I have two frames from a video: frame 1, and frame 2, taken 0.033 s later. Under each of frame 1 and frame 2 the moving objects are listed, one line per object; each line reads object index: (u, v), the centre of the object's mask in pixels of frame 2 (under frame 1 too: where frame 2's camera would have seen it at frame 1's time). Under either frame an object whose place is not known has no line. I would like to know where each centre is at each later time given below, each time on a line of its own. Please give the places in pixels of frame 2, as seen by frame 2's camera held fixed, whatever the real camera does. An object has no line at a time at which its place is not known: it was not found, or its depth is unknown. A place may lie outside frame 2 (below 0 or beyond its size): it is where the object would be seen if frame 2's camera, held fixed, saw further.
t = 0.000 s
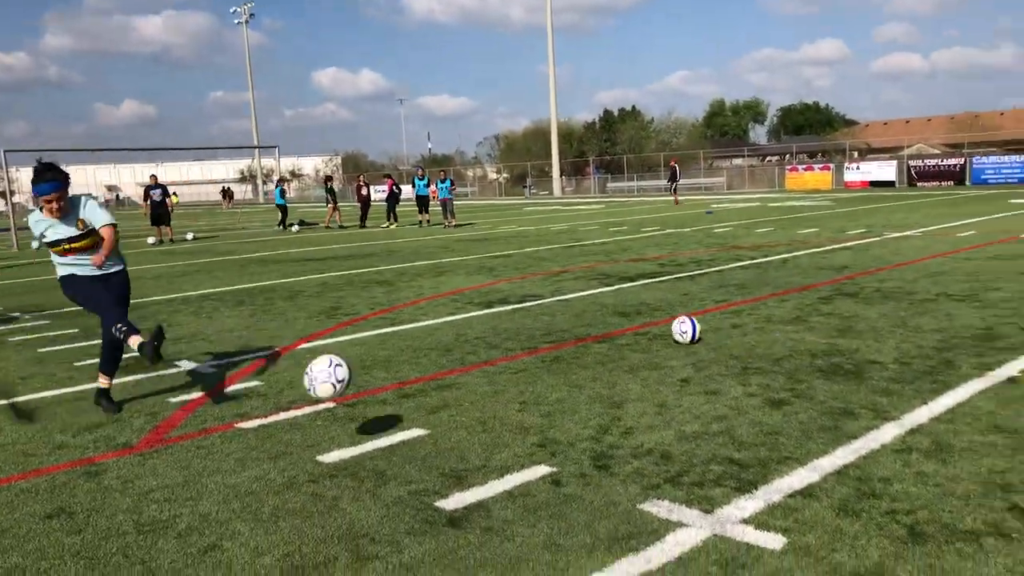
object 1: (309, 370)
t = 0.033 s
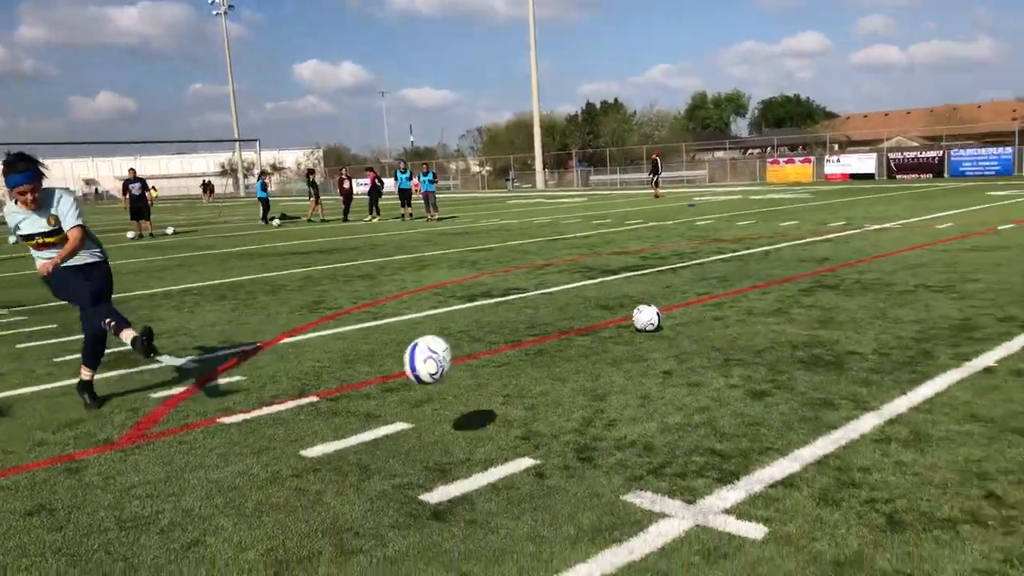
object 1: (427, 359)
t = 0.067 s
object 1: (560, 348)
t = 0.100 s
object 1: (712, 337)
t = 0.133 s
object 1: (886, 328)
